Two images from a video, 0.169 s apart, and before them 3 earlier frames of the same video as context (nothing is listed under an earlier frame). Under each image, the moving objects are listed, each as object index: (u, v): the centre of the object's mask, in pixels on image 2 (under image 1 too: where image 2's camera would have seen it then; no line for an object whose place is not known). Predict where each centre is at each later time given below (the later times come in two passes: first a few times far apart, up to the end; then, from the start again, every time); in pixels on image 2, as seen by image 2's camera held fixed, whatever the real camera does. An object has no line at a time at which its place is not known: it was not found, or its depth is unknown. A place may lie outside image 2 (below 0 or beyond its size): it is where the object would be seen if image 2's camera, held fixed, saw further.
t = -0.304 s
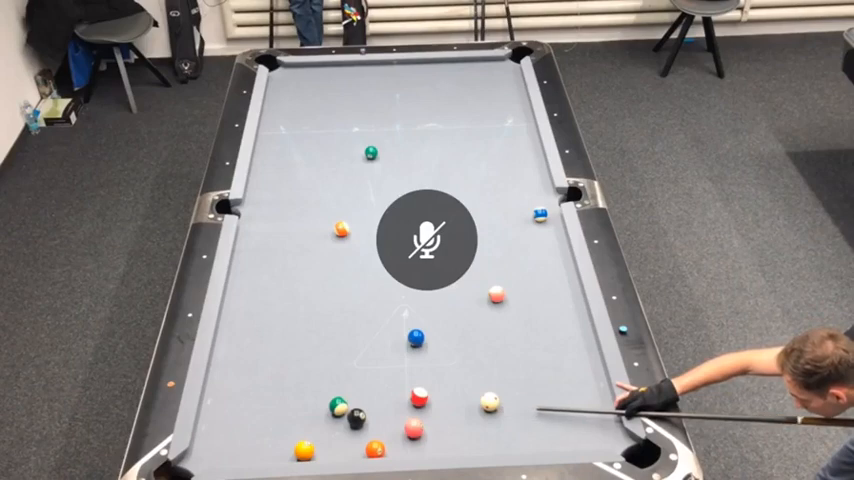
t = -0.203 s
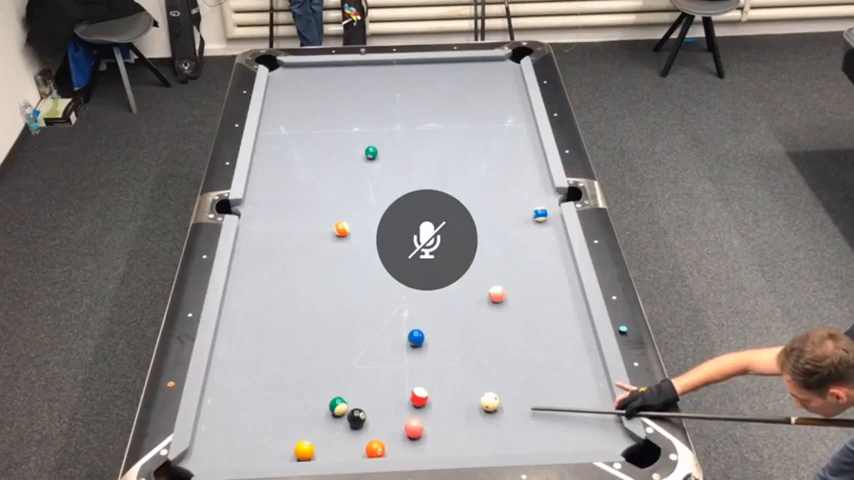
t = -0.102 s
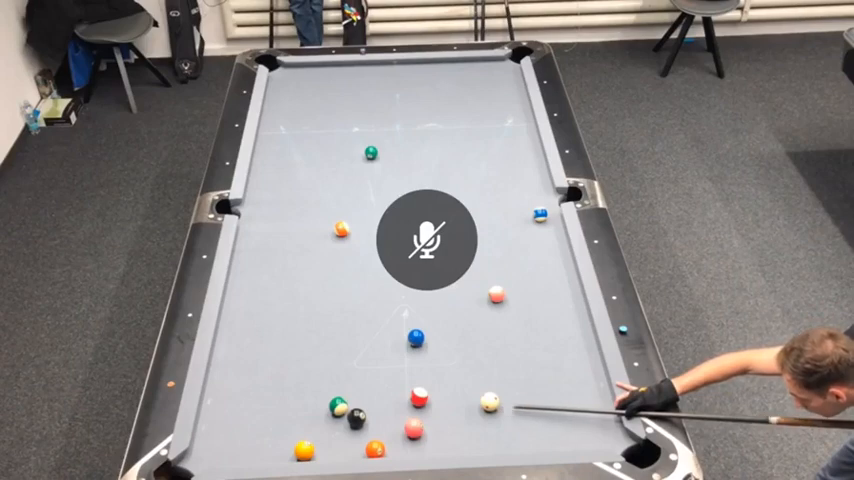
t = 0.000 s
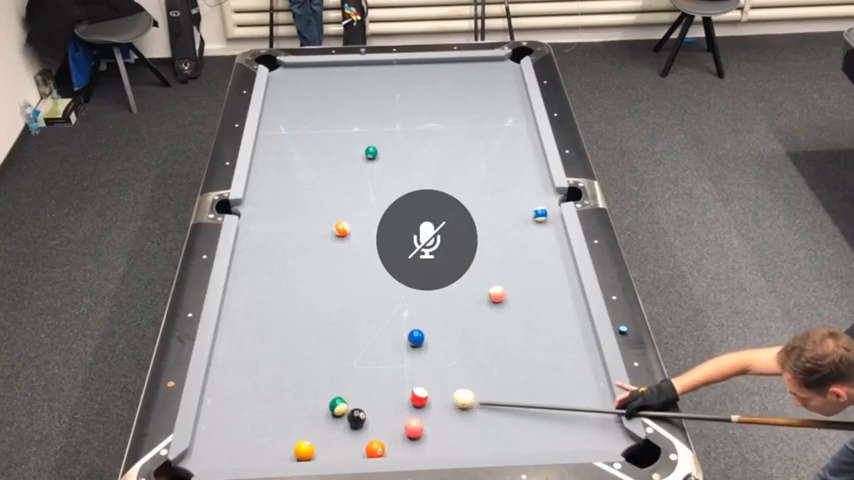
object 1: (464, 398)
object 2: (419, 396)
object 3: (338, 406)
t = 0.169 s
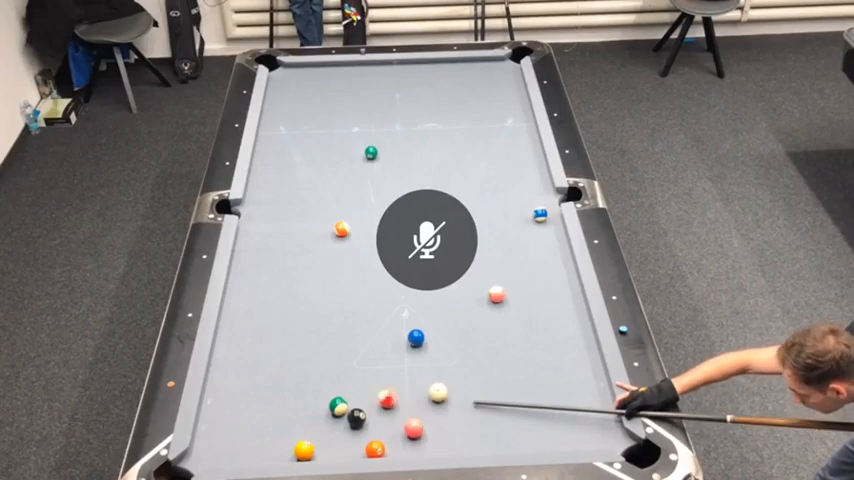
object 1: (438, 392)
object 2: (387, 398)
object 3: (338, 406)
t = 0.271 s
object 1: (439, 389)
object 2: (361, 399)
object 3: (338, 406)
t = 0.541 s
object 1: (444, 382)
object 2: (336, 386)
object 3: (296, 420)
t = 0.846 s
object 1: (447, 376)
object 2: (311, 372)
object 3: (253, 436)
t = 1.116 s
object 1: (450, 371)
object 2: (291, 362)
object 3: (214, 450)
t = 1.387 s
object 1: (451, 368)
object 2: (274, 352)
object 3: (186, 464)
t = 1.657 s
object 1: (453, 366)
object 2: (256, 343)
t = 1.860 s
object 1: (453, 364)
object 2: (244, 336)
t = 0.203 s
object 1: (438, 391)
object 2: (380, 398)
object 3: (338, 406)
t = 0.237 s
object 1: (439, 390)
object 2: (369, 398)
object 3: (338, 406)
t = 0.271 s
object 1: (439, 389)
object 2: (361, 399)
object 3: (338, 406)
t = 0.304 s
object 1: (440, 388)
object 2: (355, 398)
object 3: (335, 407)
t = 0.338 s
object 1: (440, 387)
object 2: (353, 396)
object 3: (328, 409)
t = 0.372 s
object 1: (441, 386)
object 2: (350, 394)
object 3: (323, 411)
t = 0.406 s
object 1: (441, 386)
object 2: (347, 393)
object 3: (317, 413)
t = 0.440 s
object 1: (442, 385)
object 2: (344, 391)
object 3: (312, 416)
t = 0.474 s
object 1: (443, 384)
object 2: (341, 389)
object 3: (307, 417)
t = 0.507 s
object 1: (443, 383)
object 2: (338, 388)
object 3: (301, 419)
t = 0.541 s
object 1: (444, 382)
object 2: (336, 386)
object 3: (296, 420)
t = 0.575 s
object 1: (444, 381)
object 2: (333, 385)
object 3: (291, 422)
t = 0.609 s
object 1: (445, 381)
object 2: (330, 383)
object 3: (287, 424)
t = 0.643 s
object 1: (445, 380)
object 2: (327, 381)
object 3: (282, 426)
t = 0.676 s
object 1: (445, 379)
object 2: (324, 380)
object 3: (277, 427)
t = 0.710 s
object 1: (446, 379)
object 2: (322, 378)
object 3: (272, 429)
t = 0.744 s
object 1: (446, 378)
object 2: (320, 377)
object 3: (267, 431)
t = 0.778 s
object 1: (446, 377)
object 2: (317, 376)
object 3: (263, 433)
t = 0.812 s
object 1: (447, 376)
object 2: (314, 374)
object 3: (258, 434)
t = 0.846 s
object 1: (447, 376)
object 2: (311, 372)
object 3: (253, 436)
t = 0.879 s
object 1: (447, 375)
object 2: (309, 371)
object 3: (248, 438)
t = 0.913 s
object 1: (448, 374)
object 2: (306, 370)
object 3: (243, 439)
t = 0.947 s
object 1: (448, 374)
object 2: (304, 369)
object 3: (238, 441)
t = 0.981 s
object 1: (449, 373)
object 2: (301, 367)
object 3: (233, 443)
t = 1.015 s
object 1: (449, 373)
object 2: (299, 366)
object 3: (228, 445)
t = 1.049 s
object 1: (449, 372)
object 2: (296, 365)
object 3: (224, 446)
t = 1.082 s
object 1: (450, 372)
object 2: (294, 364)
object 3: (219, 448)
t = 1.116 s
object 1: (450, 371)
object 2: (291, 362)
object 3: (214, 450)
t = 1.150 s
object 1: (450, 371)
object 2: (289, 360)
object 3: (210, 451)
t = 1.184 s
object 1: (450, 370)
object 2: (286, 359)
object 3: (205, 453)
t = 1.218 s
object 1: (450, 370)
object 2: (284, 358)
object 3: (200, 455)
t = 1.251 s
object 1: (451, 370)
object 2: (282, 357)
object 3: (196, 457)
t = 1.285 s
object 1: (451, 369)
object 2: (280, 356)
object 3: (191, 458)
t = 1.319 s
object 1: (451, 369)
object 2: (278, 354)
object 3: (189, 459)
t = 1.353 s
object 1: (451, 368)
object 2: (276, 353)
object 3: (187, 462)
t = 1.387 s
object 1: (451, 368)
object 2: (274, 352)
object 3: (186, 464)
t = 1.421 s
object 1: (452, 368)
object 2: (271, 351)
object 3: (184, 467)
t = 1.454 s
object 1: (452, 367)
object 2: (269, 350)
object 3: (182, 471)
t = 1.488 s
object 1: (452, 367)
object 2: (267, 349)
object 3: (182, 475)
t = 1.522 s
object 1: (452, 367)
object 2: (264, 347)
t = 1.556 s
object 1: (453, 366)
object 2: (262, 346)
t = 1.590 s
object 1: (453, 366)
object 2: (260, 345)
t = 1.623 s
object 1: (453, 366)
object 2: (259, 344)
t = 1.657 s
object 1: (453, 366)
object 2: (256, 343)
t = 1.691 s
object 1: (453, 365)
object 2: (254, 342)
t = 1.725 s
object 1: (453, 365)
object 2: (252, 342)
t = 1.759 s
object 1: (453, 365)
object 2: (250, 340)
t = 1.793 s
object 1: (453, 365)
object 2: (248, 339)
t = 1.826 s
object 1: (453, 365)
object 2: (246, 338)
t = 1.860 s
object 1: (453, 364)
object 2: (244, 336)
